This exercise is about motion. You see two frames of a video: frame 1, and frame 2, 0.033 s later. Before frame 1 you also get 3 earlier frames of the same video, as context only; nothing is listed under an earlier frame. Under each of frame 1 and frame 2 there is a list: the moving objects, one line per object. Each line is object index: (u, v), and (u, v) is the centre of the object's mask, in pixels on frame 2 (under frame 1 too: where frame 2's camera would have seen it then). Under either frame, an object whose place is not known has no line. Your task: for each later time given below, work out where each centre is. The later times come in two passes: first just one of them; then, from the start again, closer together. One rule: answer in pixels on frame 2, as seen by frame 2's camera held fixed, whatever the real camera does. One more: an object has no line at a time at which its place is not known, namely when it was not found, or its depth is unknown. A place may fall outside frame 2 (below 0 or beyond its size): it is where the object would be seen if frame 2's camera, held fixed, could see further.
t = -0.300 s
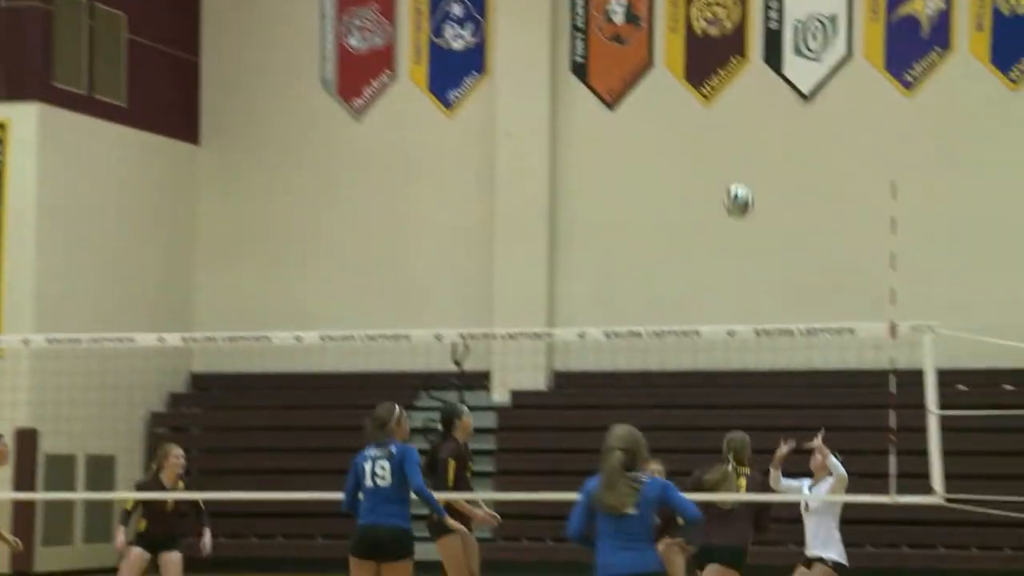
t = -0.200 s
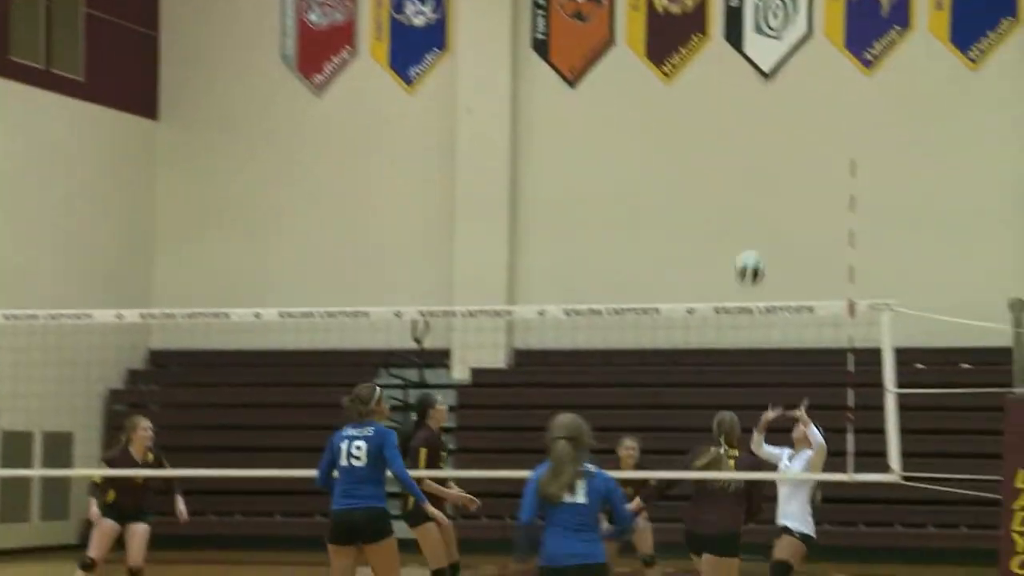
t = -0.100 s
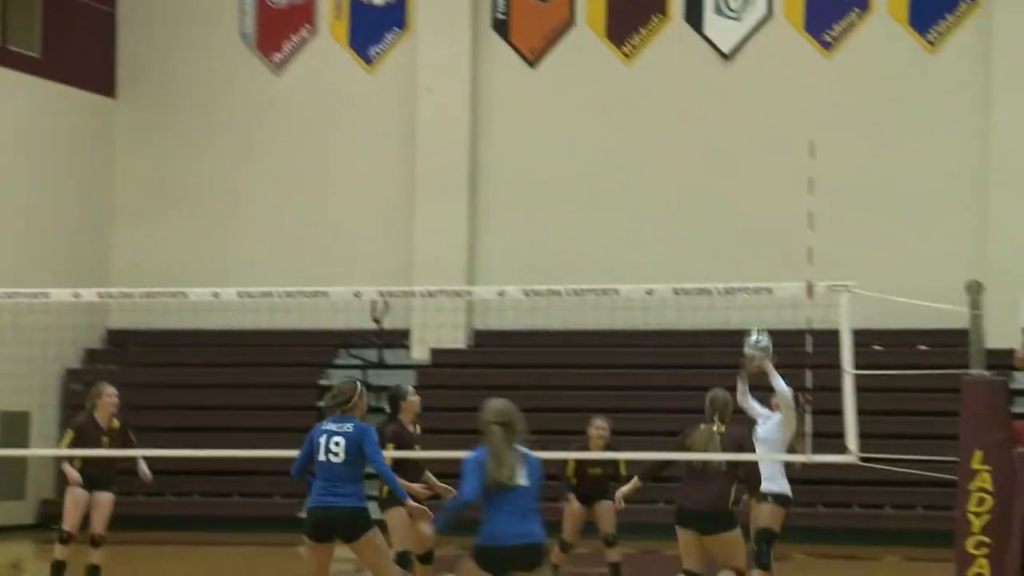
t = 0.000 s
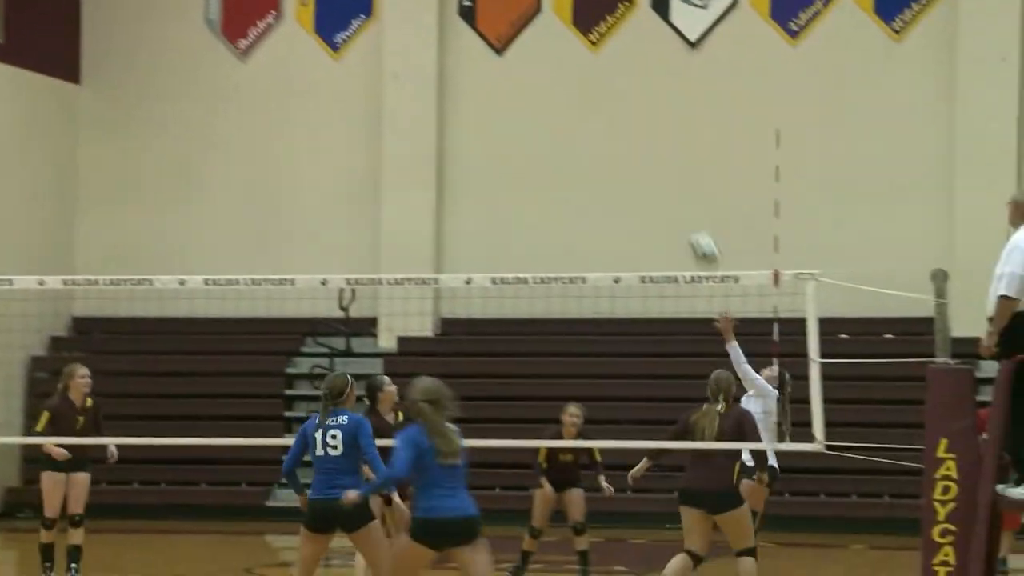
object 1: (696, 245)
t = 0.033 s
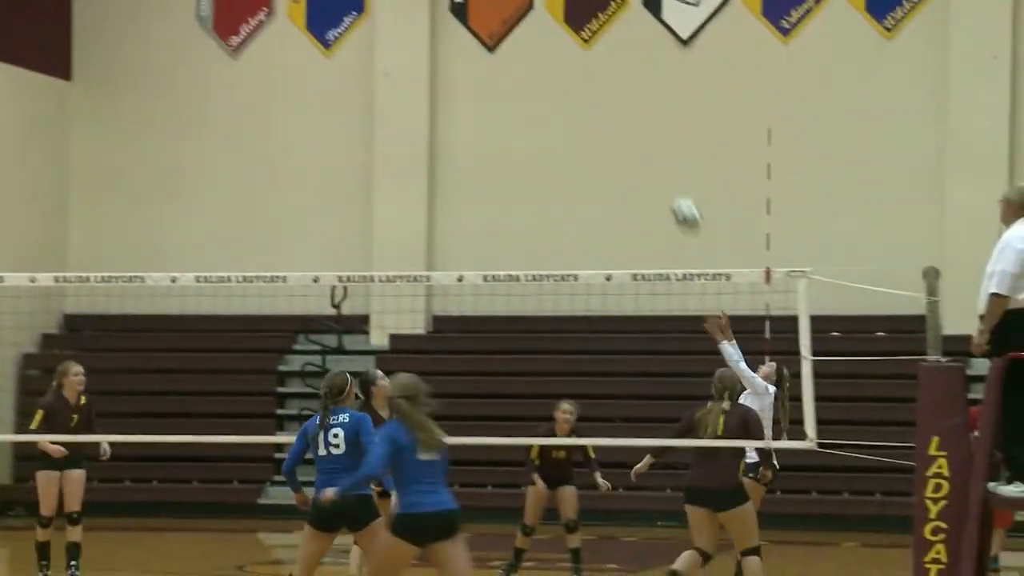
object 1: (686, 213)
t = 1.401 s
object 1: (289, 176)
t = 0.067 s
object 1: (675, 181)
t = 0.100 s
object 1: (665, 151)
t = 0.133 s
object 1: (655, 123)
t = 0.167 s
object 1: (644, 95)
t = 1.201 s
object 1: (342, 27)
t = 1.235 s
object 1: (333, 48)
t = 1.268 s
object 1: (325, 72)
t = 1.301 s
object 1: (316, 95)
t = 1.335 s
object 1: (307, 121)
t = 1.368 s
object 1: (298, 148)
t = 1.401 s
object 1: (289, 176)
